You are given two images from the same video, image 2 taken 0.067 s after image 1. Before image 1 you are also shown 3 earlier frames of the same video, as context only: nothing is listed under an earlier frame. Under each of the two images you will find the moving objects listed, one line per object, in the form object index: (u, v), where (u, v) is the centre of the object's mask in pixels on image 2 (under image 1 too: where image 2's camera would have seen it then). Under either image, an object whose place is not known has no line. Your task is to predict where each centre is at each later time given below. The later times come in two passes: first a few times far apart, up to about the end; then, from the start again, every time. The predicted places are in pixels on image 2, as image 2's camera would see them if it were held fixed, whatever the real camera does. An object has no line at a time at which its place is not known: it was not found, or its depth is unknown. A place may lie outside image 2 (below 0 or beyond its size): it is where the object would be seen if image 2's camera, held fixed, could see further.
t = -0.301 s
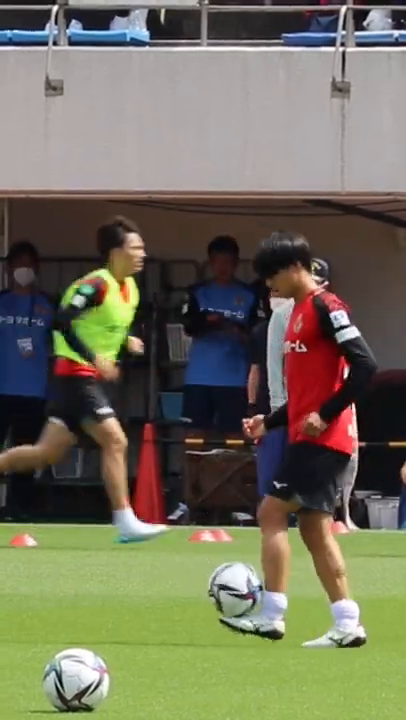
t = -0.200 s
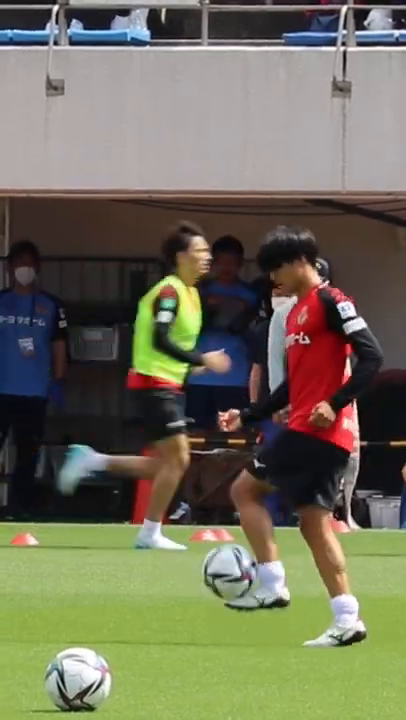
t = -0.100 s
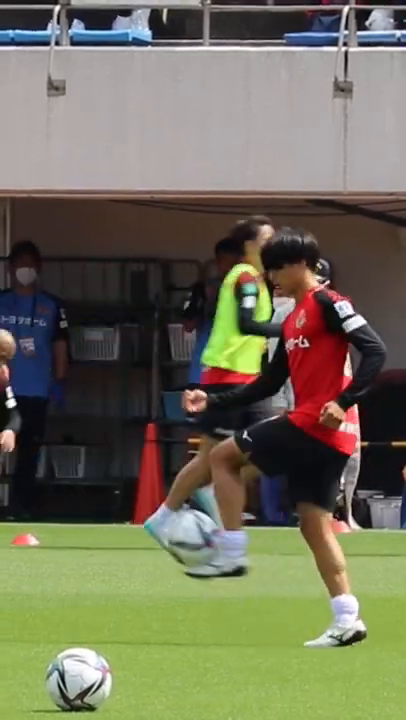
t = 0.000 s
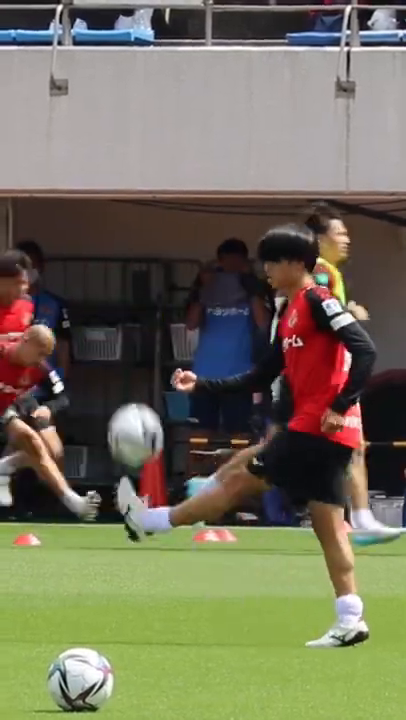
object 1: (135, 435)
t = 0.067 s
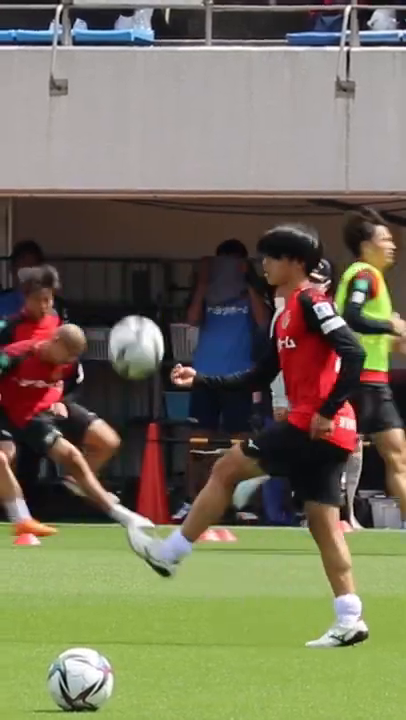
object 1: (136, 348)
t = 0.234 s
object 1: (137, 172)
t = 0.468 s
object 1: (137, 42)
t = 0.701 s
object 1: (136, 43)
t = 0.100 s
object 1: (136, 307)
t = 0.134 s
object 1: (136, 270)
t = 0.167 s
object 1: (136, 236)
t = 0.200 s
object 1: (136, 203)
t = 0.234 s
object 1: (137, 172)
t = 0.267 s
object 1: (137, 146)
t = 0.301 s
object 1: (138, 122)
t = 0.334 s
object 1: (137, 101)
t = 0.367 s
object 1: (137, 82)
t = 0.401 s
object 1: (137, 67)
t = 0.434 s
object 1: (137, 52)
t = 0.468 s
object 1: (137, 42)
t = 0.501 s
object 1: (137, 34)
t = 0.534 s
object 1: (137, 29)
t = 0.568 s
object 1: (137, 27)
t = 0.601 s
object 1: (137, 27)
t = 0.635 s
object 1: (136, 30)
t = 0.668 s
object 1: (136, 35)
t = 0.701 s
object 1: (136, 43)
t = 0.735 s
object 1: (137, 54)
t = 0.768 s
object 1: (136, 68)
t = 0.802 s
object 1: (135, 86)
